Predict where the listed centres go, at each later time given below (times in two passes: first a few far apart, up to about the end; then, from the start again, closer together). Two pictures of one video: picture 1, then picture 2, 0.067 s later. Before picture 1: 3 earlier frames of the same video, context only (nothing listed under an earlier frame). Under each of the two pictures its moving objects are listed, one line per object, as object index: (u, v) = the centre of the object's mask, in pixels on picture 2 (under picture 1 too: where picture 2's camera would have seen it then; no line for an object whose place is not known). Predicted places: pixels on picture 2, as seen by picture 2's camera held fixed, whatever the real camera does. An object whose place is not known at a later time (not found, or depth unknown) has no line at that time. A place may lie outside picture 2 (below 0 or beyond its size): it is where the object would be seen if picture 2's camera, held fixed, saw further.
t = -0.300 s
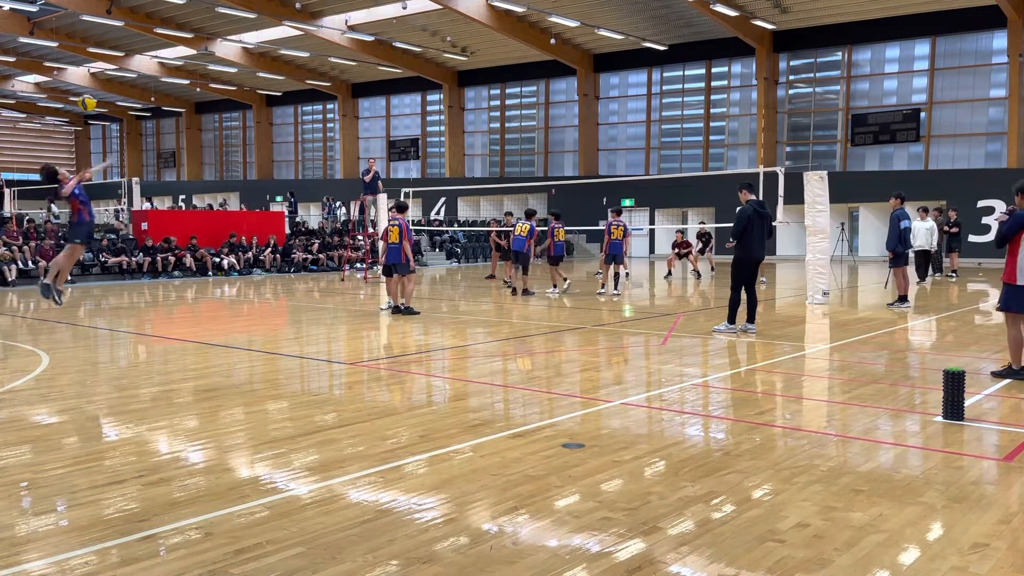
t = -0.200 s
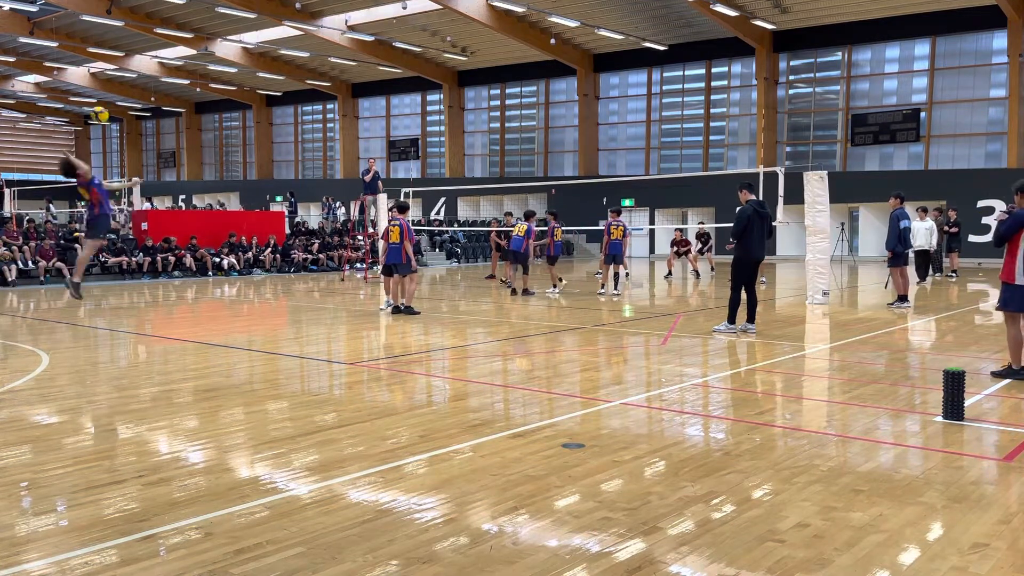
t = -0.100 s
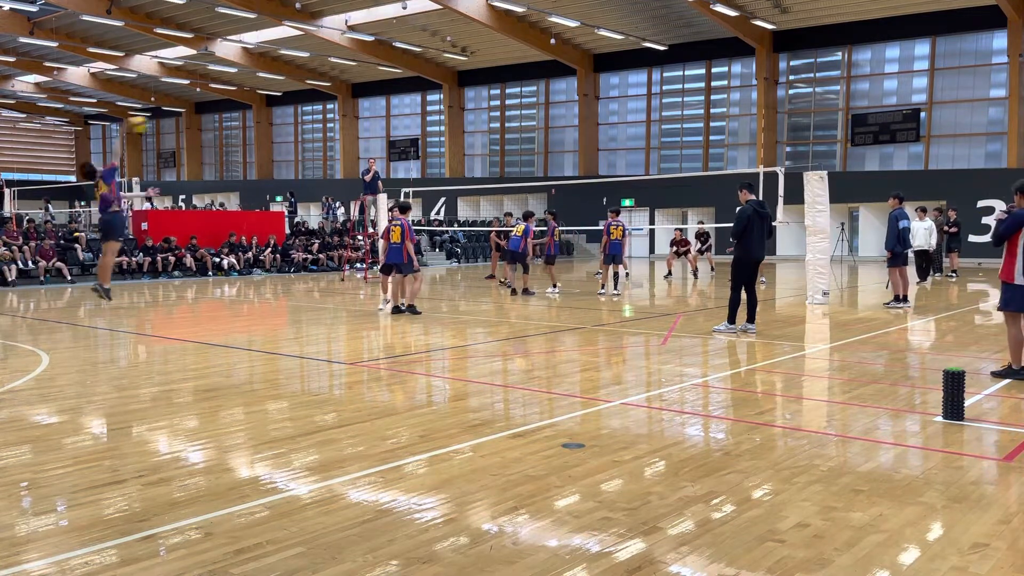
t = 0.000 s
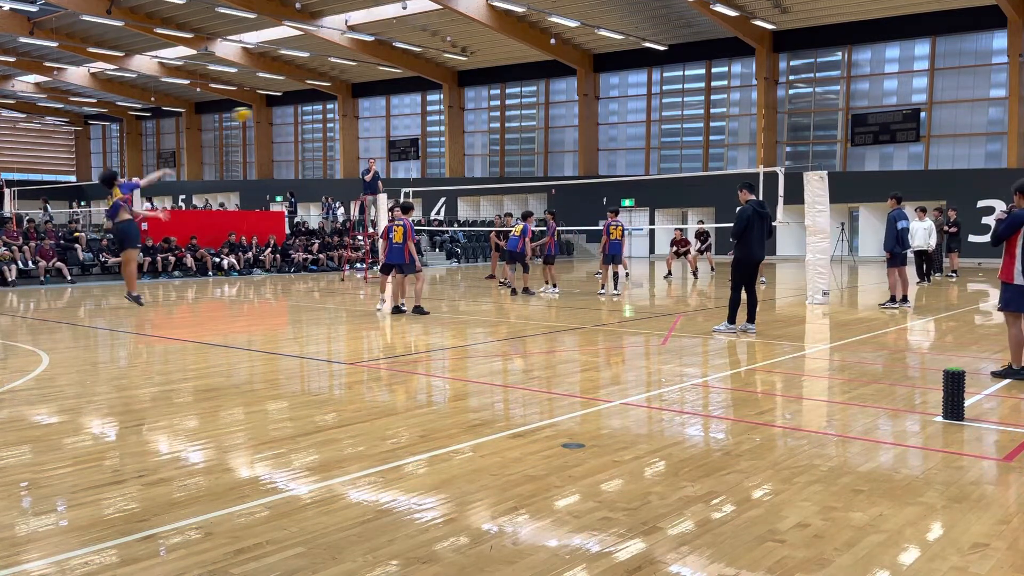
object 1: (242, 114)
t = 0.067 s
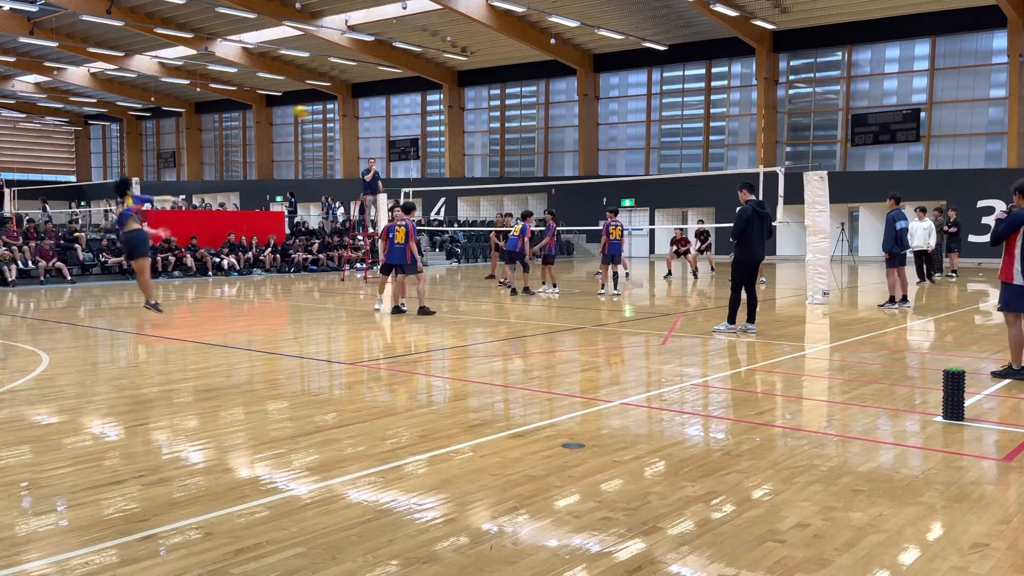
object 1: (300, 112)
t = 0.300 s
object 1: (463, 130)
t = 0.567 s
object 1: (589, 178)
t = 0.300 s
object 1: (463, 130)
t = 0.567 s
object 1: (589, 178)
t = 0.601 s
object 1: (602, 186)
